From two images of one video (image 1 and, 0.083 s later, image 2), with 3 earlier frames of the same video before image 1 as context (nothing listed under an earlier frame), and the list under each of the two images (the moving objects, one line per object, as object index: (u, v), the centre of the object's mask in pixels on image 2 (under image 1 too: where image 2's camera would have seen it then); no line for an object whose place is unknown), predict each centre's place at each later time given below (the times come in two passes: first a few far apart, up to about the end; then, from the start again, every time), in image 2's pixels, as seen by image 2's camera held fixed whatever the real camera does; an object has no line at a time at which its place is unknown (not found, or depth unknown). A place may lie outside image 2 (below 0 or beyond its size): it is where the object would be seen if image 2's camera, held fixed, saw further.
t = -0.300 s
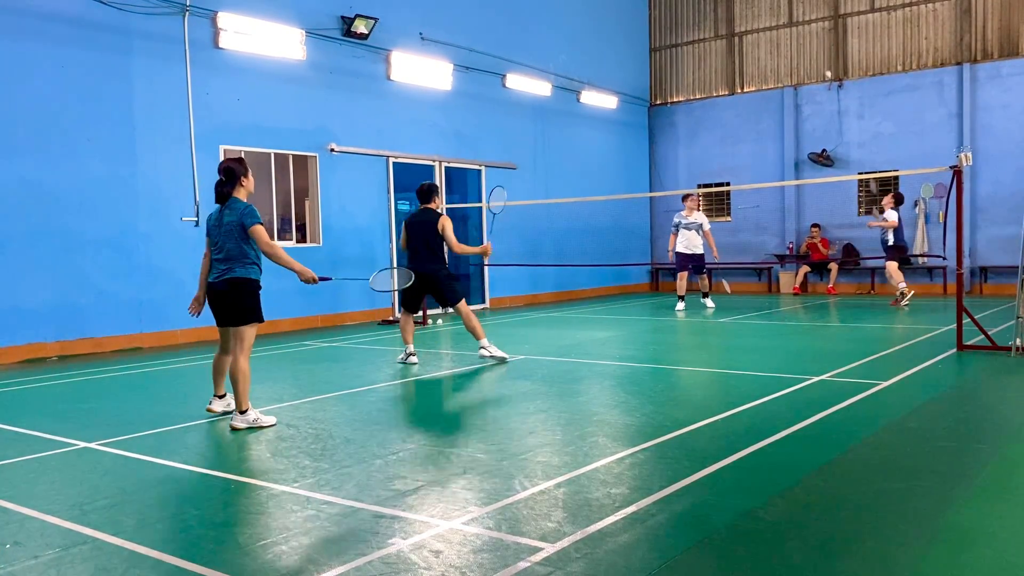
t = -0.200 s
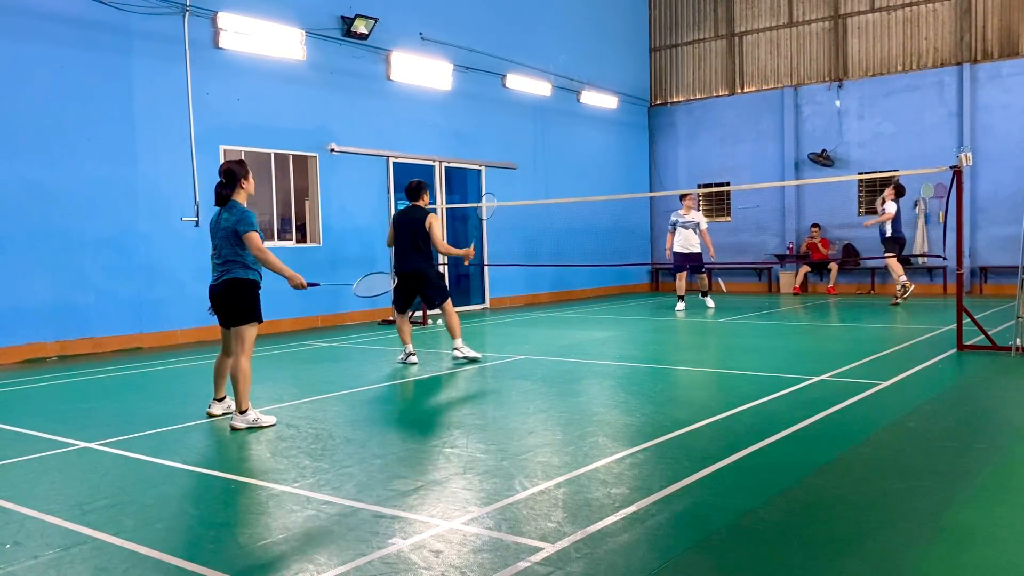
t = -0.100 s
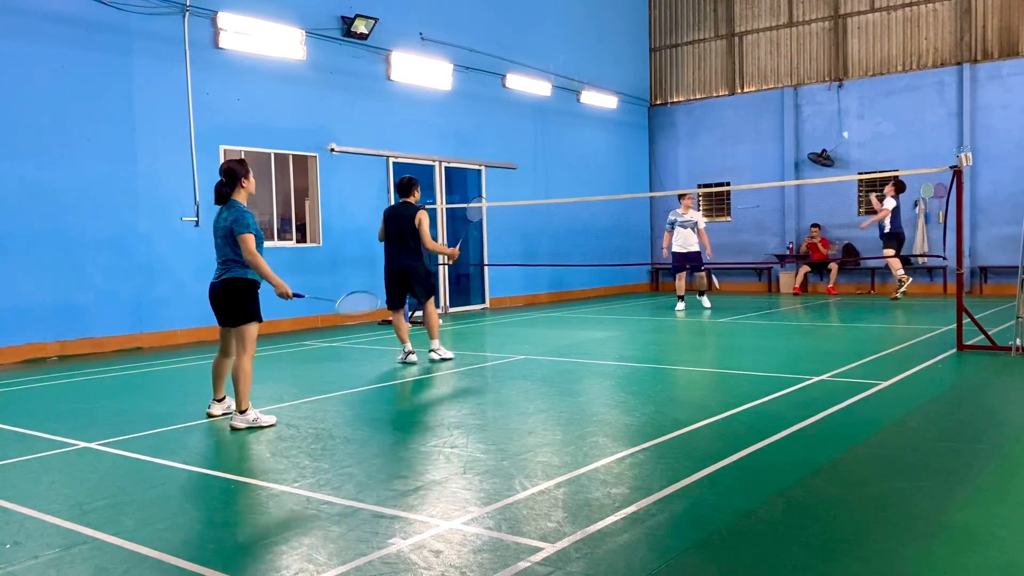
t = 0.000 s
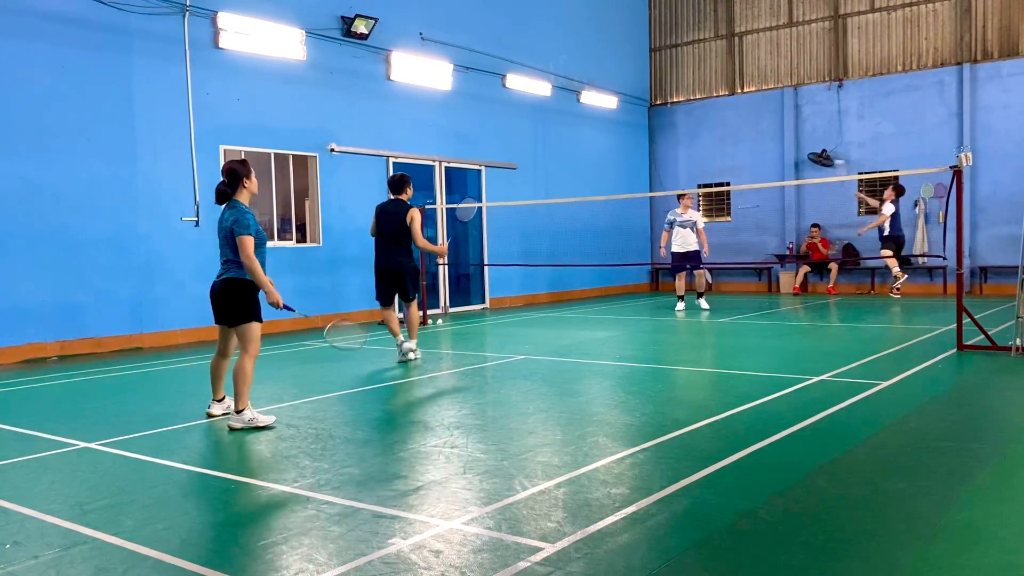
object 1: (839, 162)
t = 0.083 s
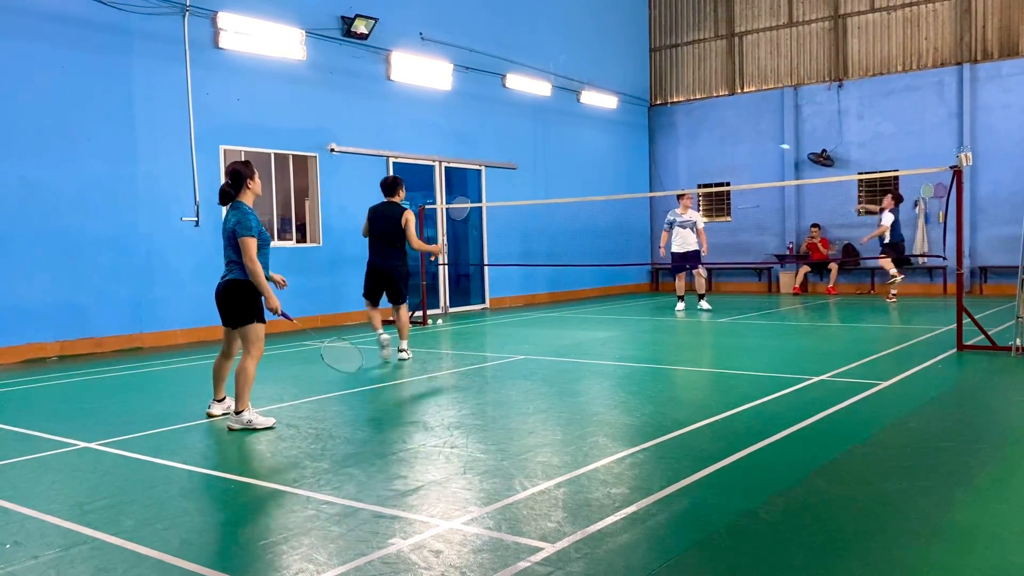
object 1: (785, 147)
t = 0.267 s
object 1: (690, 139)
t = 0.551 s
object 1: (581, 174)
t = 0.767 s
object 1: (513, 238)
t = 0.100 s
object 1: (774, 145)
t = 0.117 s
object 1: (765, 143)
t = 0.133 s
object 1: (756, 142)
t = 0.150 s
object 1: (747, 141)
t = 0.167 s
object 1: (738, 140)
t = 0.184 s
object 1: (730, 139)
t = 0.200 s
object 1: (722, 138)
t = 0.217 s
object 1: (714, 138)
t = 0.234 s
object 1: (706, 138)
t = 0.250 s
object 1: (698, 138)
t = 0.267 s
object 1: (690, 139)
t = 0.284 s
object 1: (683, 139)
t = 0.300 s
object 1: (676, 140)
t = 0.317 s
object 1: (669, 141)
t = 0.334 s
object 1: (662, 142)
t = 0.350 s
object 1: (655, 143)
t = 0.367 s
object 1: (649, 145)
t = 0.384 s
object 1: (642, 146)
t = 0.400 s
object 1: (635, 148)
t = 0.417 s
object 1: (629, 150)
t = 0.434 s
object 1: (623, 153)
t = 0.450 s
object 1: (616, 155)
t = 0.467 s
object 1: (610, 158)
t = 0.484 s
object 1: (604, 161)
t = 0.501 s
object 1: (598, 164)
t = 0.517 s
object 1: (592, 167)
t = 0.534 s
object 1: (586, 171)
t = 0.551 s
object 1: (581, 174)
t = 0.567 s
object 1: (575, 178)
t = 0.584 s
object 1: (569, 182)
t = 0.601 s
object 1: (564, 186)
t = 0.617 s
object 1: (558, 191)
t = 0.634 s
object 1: (553, 195)
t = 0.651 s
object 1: (548, 199)
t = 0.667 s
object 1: (542, 205)
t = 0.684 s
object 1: (537, 210)
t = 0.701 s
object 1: (532, 215)
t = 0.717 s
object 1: (527, 221)
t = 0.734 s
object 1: (523, 226)
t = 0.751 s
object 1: (518, 232)
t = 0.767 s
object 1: (513, 238)
